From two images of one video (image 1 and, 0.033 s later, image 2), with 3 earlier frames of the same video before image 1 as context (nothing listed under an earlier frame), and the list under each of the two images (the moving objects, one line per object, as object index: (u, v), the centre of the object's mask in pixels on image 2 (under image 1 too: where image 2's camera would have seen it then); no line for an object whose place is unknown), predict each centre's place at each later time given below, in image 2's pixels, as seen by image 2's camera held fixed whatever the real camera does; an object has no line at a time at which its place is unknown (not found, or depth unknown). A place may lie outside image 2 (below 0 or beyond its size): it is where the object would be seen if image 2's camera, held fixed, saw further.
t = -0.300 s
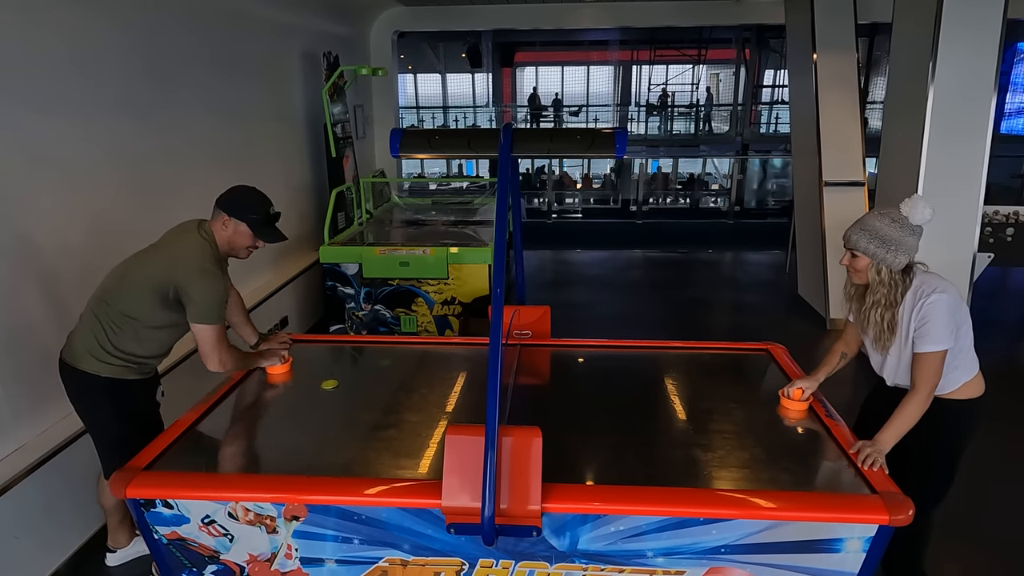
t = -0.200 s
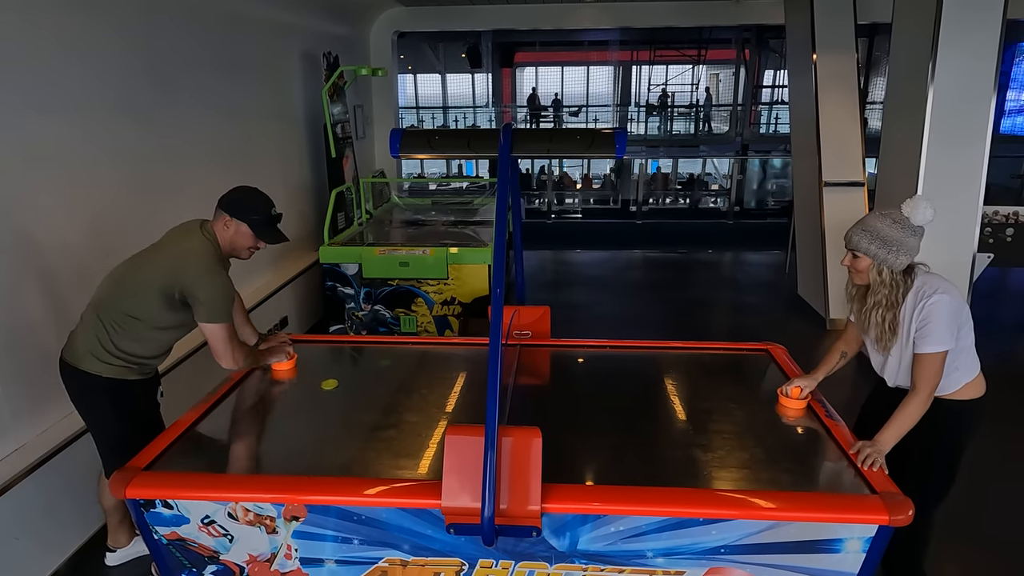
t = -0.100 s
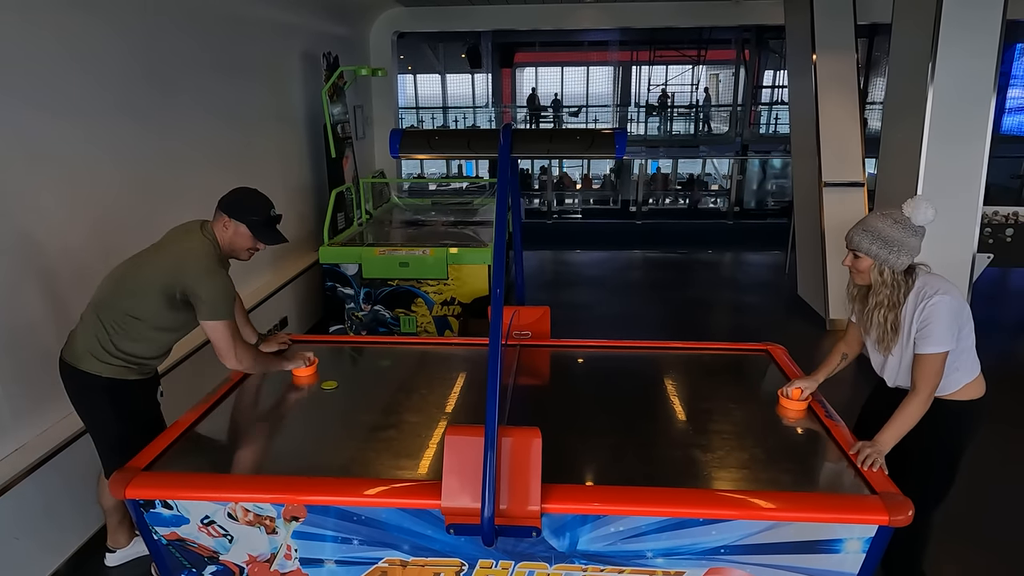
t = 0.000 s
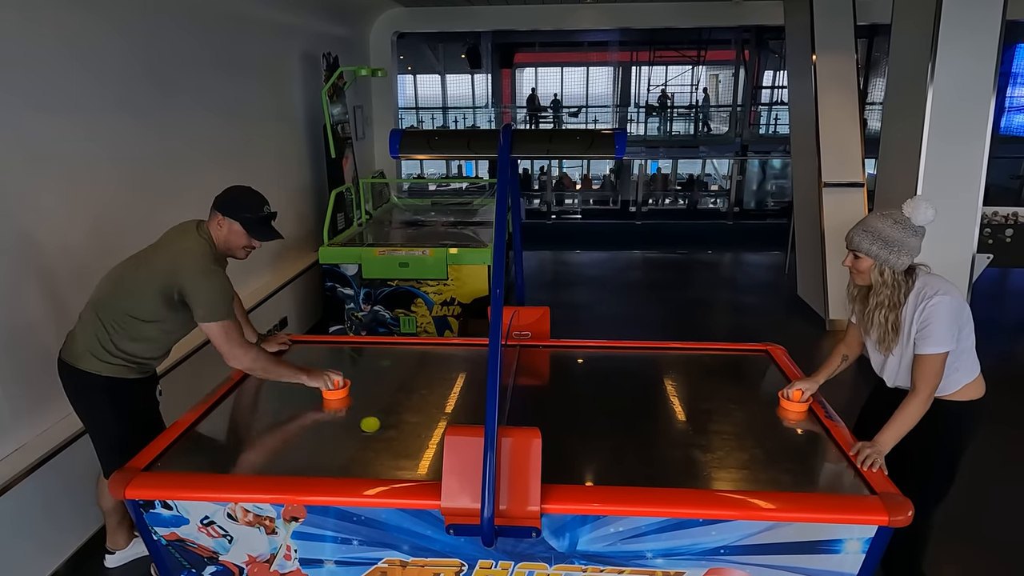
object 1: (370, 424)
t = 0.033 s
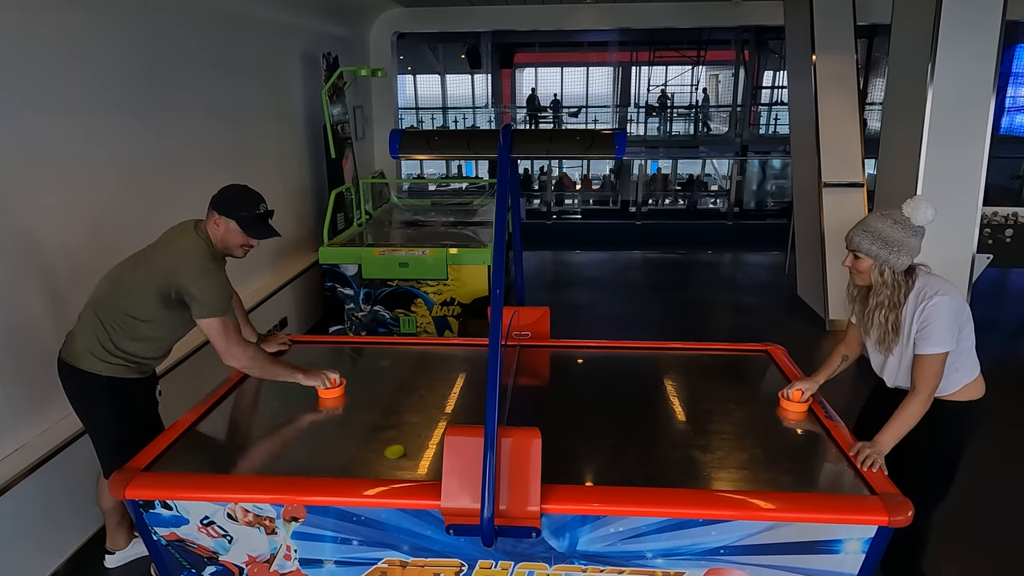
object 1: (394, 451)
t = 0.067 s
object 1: (423, 475)
